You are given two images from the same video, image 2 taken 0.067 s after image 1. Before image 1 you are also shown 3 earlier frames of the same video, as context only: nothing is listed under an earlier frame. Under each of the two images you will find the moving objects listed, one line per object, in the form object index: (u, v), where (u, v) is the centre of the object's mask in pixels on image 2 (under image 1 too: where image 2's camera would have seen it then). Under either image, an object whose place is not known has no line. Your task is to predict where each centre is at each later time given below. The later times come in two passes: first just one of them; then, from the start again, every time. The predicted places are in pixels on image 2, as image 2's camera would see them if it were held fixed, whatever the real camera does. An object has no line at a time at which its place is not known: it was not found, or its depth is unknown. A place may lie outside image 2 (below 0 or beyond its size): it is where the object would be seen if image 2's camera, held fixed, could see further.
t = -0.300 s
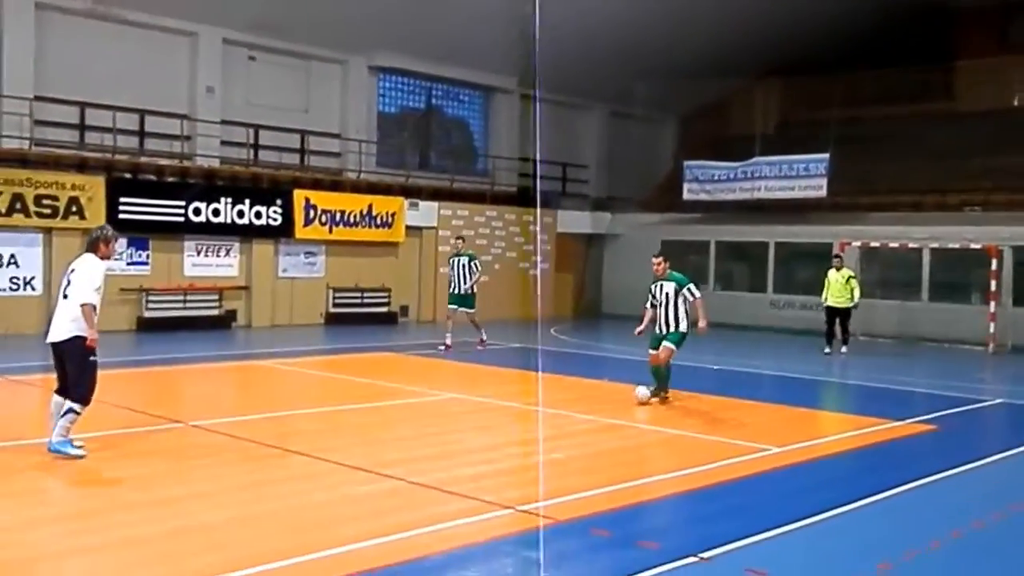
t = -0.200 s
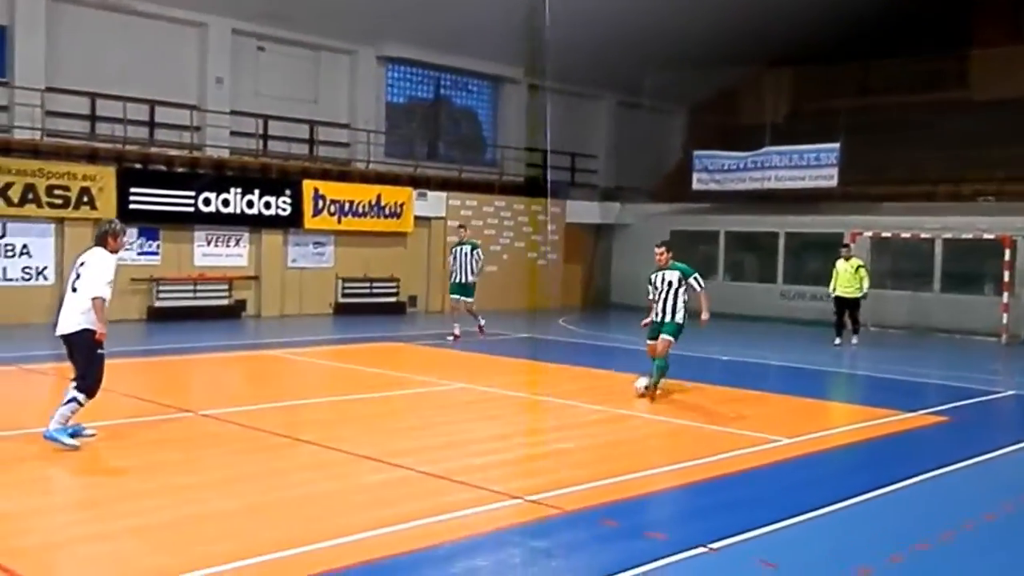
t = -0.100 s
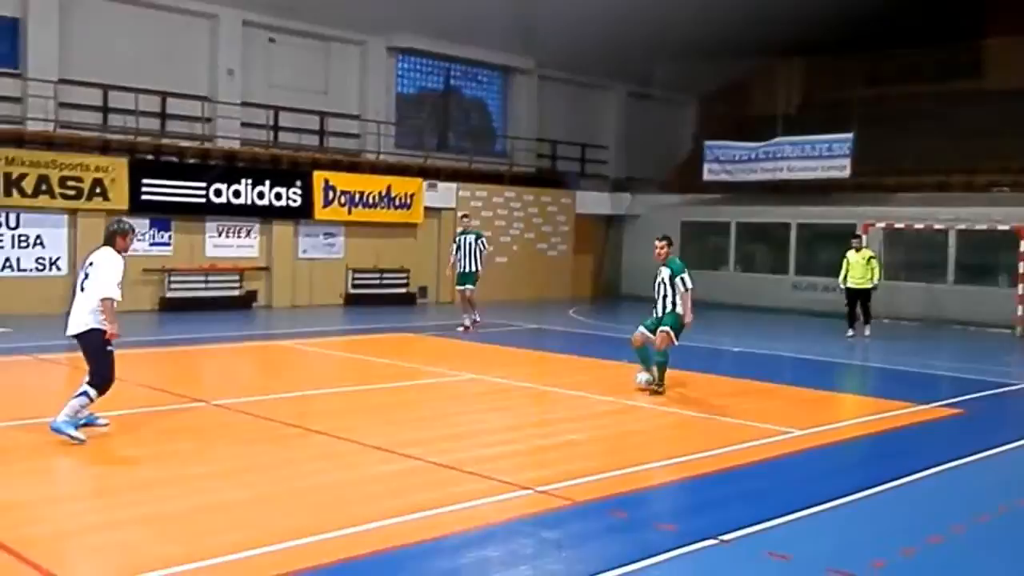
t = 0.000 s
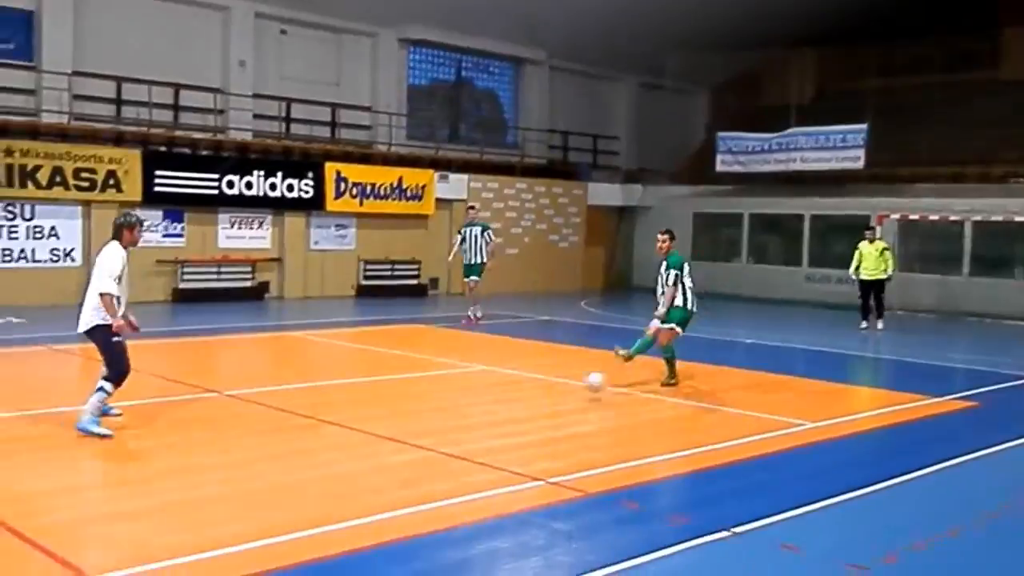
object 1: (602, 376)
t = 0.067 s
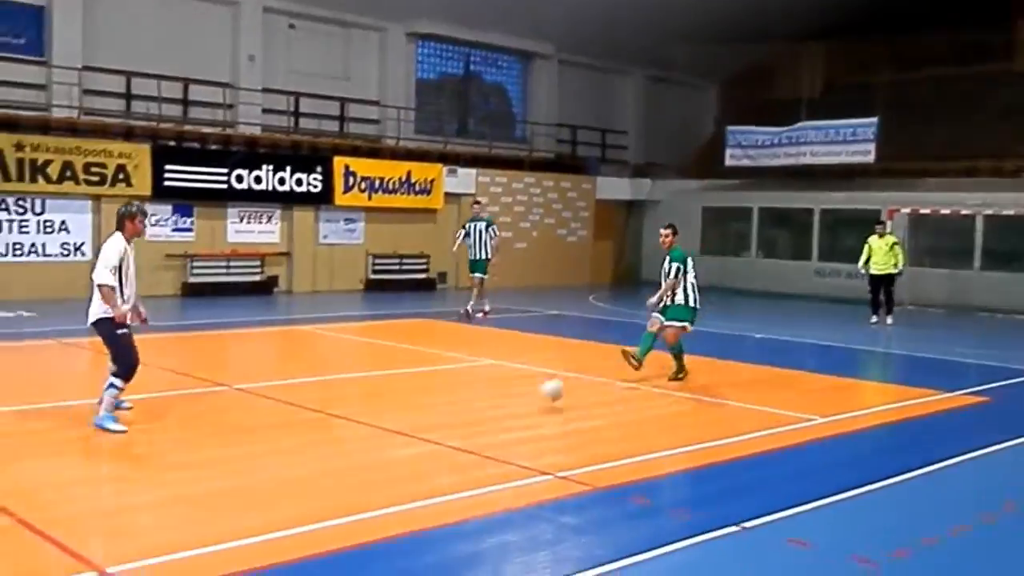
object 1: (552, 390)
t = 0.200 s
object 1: (430, 424)
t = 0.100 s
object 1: (525, 399)
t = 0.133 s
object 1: (493, 413)
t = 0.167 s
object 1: (461, 420)
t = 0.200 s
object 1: (430, 424)
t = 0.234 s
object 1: (393, 433)
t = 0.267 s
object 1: (355, 445)
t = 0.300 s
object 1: (310, 464)
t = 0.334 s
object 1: (262, 481)
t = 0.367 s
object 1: (213, 496)
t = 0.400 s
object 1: (159, 515)
